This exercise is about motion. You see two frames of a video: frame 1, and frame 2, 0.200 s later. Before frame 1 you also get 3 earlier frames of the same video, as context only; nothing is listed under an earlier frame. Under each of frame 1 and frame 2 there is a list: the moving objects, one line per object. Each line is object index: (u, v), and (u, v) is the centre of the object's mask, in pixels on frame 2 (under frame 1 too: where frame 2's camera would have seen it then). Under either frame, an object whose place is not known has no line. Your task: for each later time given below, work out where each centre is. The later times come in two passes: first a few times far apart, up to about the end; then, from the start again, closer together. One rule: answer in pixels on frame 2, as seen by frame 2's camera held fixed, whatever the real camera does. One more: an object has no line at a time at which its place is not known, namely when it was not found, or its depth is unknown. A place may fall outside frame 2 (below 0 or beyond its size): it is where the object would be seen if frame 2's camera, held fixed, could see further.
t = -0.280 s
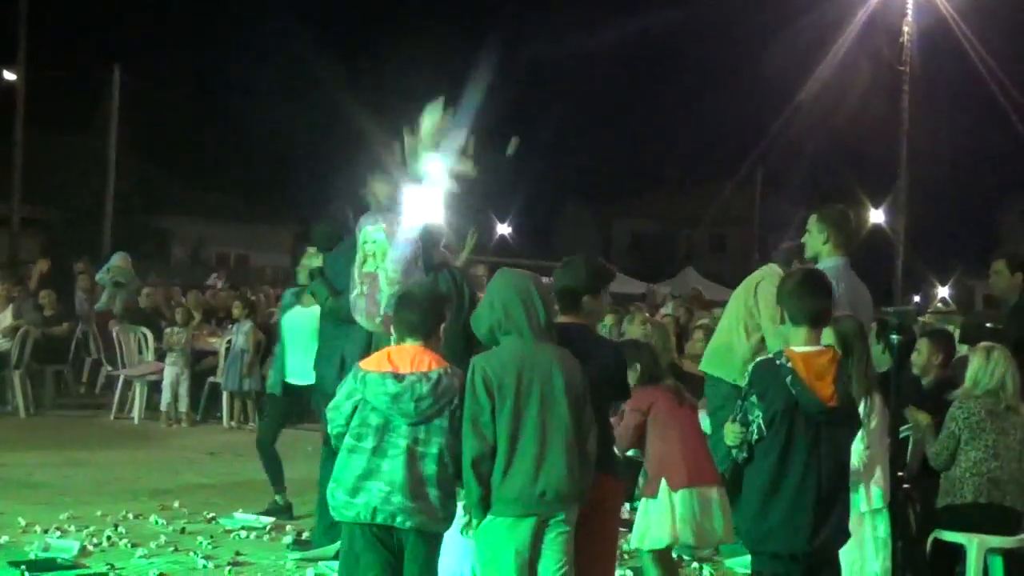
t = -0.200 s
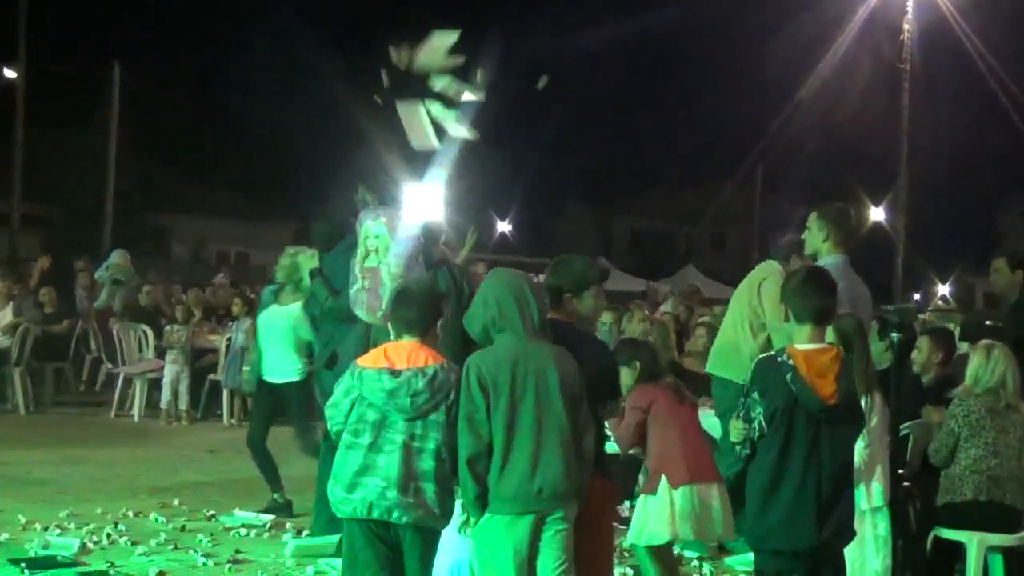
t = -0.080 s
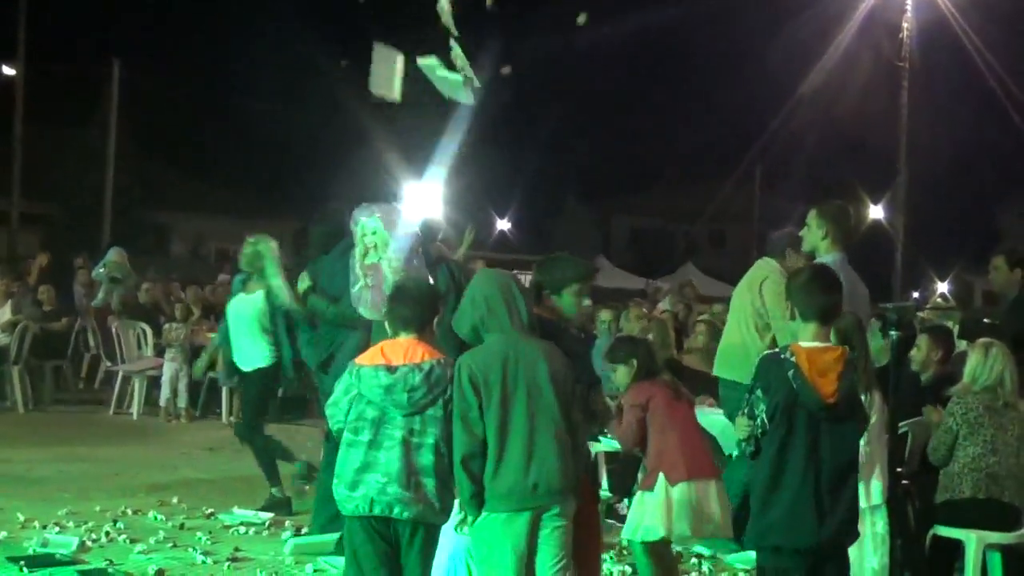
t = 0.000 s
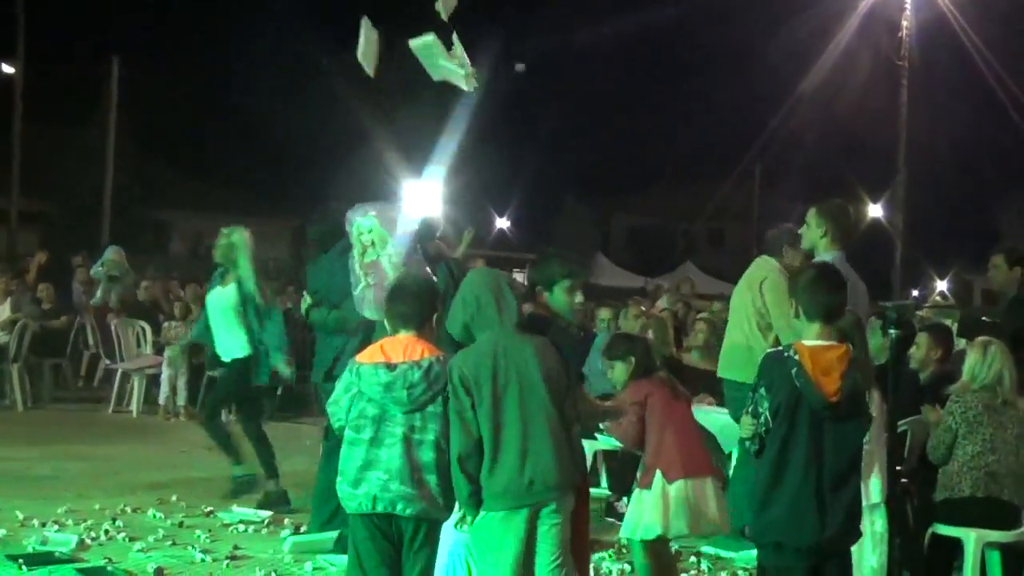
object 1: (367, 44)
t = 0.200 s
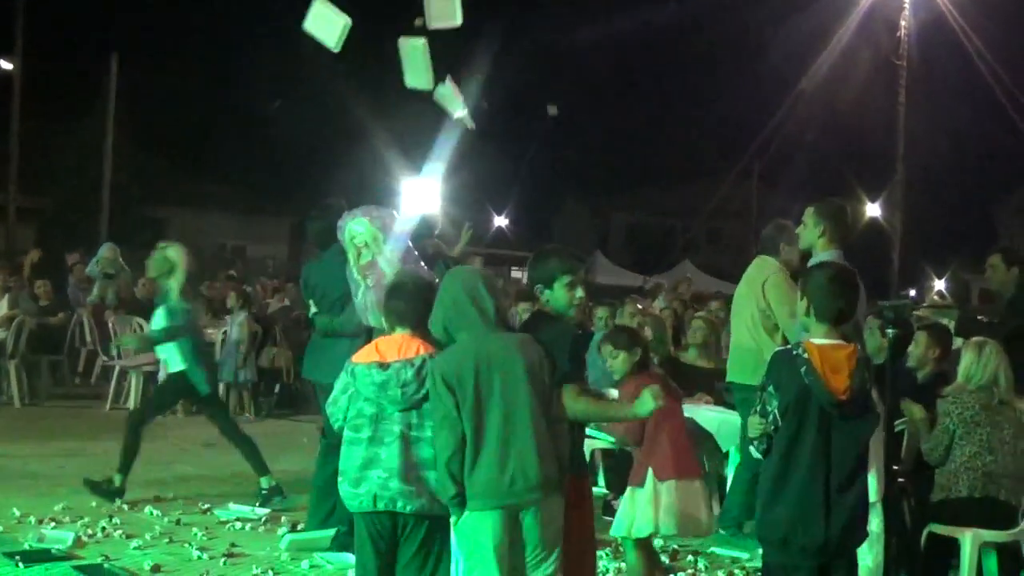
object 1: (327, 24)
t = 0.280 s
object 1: (311, 29)
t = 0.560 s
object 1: (283, 65)
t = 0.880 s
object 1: (242, 180)
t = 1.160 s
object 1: (145, 239)
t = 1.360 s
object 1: (74, 249)
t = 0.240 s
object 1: (319, 26)
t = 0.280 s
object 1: (311, 29)
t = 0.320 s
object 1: (305, 34)
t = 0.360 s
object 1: (300, 40)
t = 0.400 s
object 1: (297, 47)
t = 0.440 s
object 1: (294, 50)
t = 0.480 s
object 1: (290, 53)
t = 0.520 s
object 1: (286, 58)
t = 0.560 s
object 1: (283, 65)
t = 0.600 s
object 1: (279, 75)
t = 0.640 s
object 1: (277, 88)
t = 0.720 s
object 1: (272, 119)
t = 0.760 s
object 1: (269, 136)
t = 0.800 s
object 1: (263, 153)
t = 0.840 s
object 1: (255, 170)
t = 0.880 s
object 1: (242, 180)
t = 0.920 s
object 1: (233, 188)
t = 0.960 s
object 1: (223, 197)
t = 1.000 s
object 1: (211, 207)
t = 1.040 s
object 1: (196, 218)
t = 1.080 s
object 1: (180, 227)
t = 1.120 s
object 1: (162, 234)
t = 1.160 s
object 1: (145, 239)
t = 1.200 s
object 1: (128, 242)
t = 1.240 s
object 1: (111, 243)
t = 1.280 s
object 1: (97, 244)
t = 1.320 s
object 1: (84, 245)
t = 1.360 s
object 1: (74, 249)
